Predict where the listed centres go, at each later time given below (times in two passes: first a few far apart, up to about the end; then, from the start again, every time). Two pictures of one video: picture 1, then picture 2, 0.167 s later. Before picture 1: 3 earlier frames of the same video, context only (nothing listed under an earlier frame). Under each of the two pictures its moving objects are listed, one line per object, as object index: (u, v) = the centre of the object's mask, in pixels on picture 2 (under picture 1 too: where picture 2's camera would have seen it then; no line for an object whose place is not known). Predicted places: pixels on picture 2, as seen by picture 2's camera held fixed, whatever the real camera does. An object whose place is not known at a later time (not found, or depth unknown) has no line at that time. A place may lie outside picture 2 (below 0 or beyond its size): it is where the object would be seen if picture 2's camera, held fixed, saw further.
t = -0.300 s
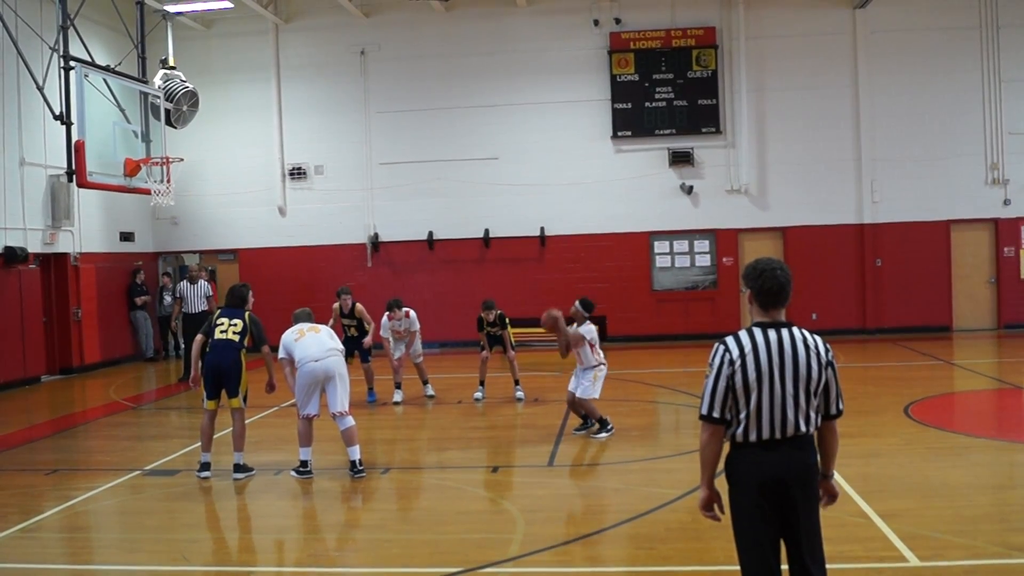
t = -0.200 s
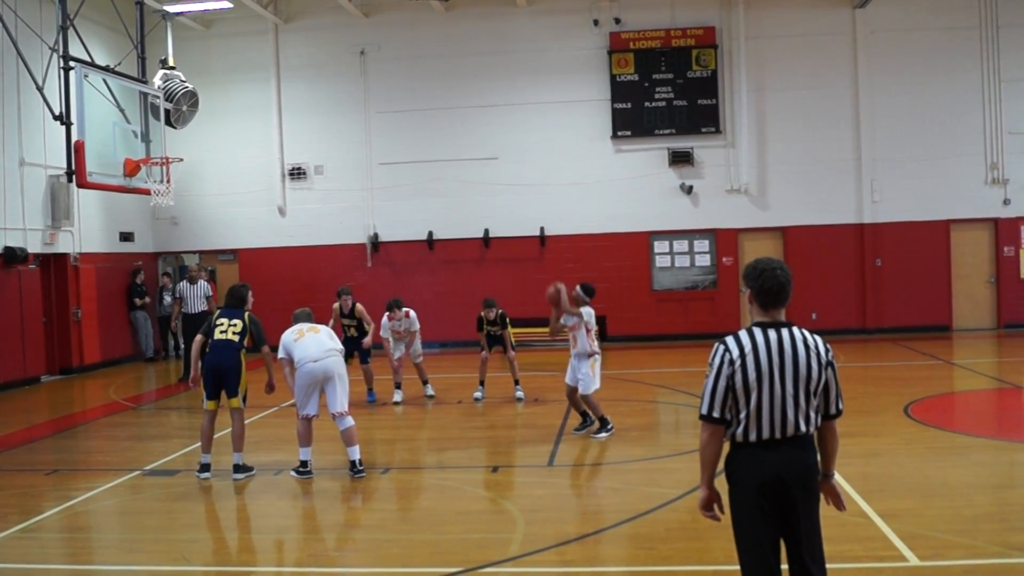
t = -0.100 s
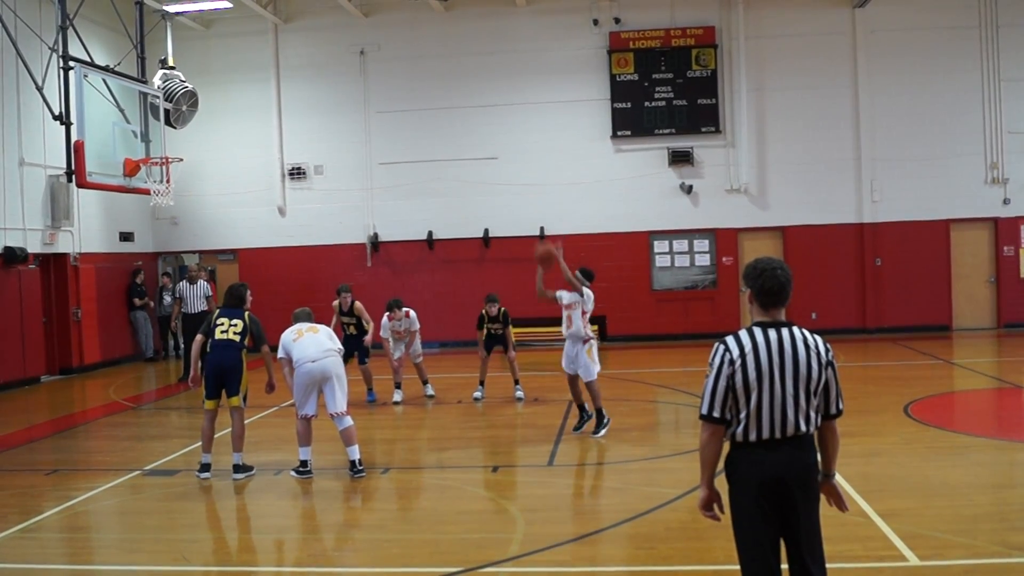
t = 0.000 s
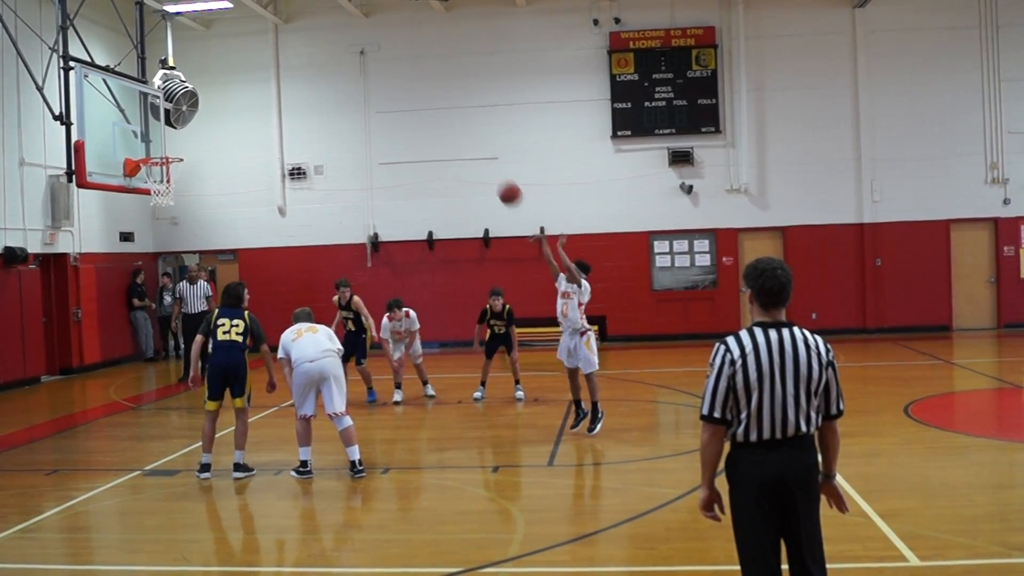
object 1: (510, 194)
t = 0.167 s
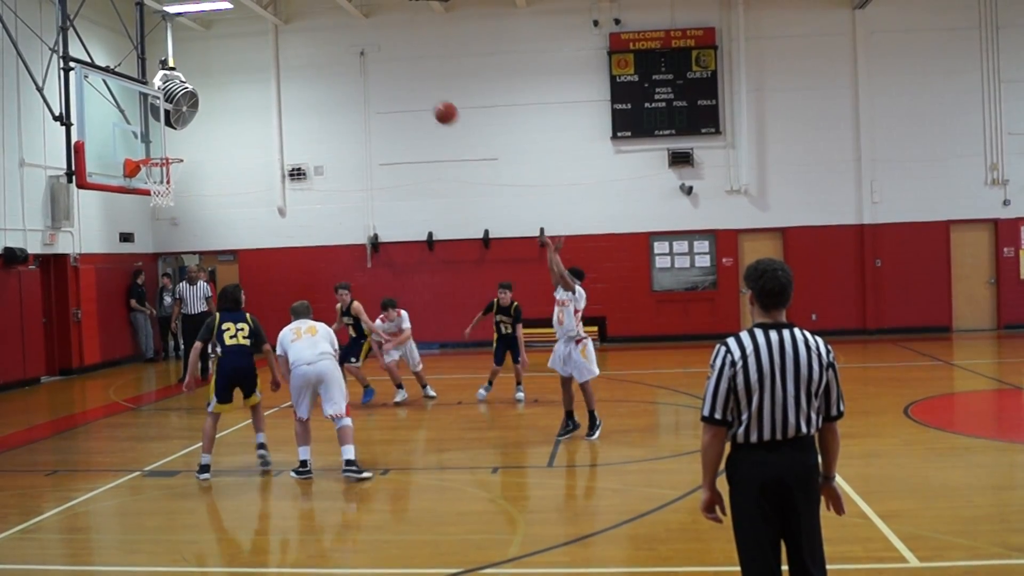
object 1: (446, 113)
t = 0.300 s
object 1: (396, 68)
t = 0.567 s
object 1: (303, 29)
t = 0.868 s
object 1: (208, 65)
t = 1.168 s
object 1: (134, 134)
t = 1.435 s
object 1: (159, 95)
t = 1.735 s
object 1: (191, 125)
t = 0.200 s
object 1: (433, 100)
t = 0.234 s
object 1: (421, 88)
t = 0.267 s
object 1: (408, 77)
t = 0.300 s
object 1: (396, 68)
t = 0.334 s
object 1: (384, 58)
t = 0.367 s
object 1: (372, 51)
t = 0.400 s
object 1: (360, 45)
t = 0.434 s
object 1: (349, 40)
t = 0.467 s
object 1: (337, 35)
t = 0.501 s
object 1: (326, 32)
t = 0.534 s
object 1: (314, 30)
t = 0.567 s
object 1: (303, 29)
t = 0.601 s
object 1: (293, 29)
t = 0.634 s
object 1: (281, 30)
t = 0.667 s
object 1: (271, 33)
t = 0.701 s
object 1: (260, 35)
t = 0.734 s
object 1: (249, 39)
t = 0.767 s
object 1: (239, 44)
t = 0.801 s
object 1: (228, 50)
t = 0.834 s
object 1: (218, 57)
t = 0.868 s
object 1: (208, 65)
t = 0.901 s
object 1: (199, 74)
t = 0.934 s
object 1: (189, 83)
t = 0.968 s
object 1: (178, 95)
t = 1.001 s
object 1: (170, 106)
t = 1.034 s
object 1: (159, 118)
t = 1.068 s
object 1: (150, 132)
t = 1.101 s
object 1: (141, 146)
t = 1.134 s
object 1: (136, 145)
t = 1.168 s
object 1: (134, 134)
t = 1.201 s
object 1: (137, 126)
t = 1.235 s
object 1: (140, 119)
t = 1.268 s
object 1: (143, 113)
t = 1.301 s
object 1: (146, 107)
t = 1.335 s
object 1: (149, 103)
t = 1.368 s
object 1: (153, 99)
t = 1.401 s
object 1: (156, 97)
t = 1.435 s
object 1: (159, 95)
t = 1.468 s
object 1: (163, 95)
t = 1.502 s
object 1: (166, 95)
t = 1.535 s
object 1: (169, 97)
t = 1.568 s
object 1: (173, 99)
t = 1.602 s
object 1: (176, 102)
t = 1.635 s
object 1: (180, 106)
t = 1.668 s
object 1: (184, 111)
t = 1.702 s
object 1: (188, 117)
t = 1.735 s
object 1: (191, 125)
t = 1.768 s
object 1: (195, 133)
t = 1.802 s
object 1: (198, 142)
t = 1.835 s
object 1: (202, 152)
